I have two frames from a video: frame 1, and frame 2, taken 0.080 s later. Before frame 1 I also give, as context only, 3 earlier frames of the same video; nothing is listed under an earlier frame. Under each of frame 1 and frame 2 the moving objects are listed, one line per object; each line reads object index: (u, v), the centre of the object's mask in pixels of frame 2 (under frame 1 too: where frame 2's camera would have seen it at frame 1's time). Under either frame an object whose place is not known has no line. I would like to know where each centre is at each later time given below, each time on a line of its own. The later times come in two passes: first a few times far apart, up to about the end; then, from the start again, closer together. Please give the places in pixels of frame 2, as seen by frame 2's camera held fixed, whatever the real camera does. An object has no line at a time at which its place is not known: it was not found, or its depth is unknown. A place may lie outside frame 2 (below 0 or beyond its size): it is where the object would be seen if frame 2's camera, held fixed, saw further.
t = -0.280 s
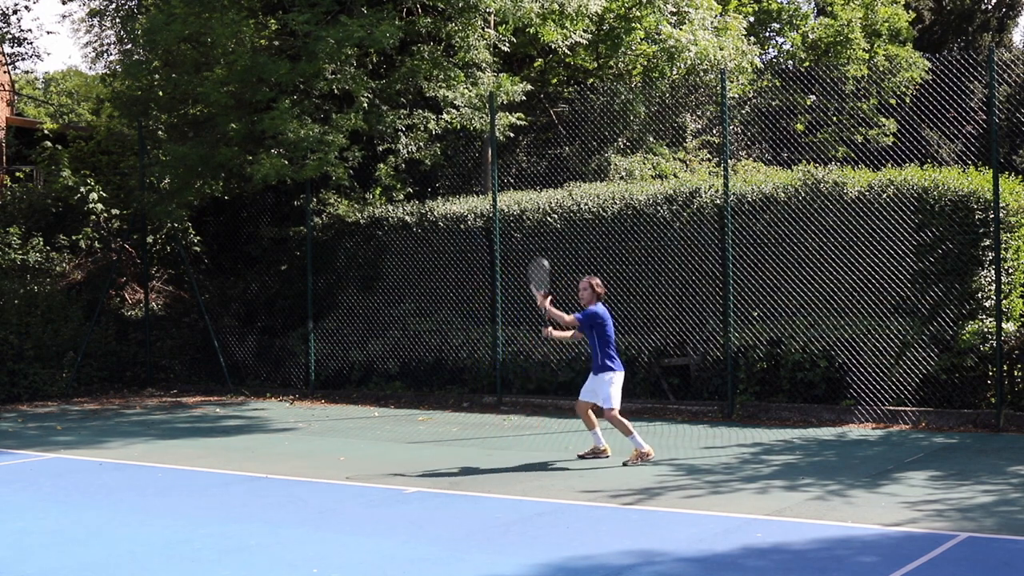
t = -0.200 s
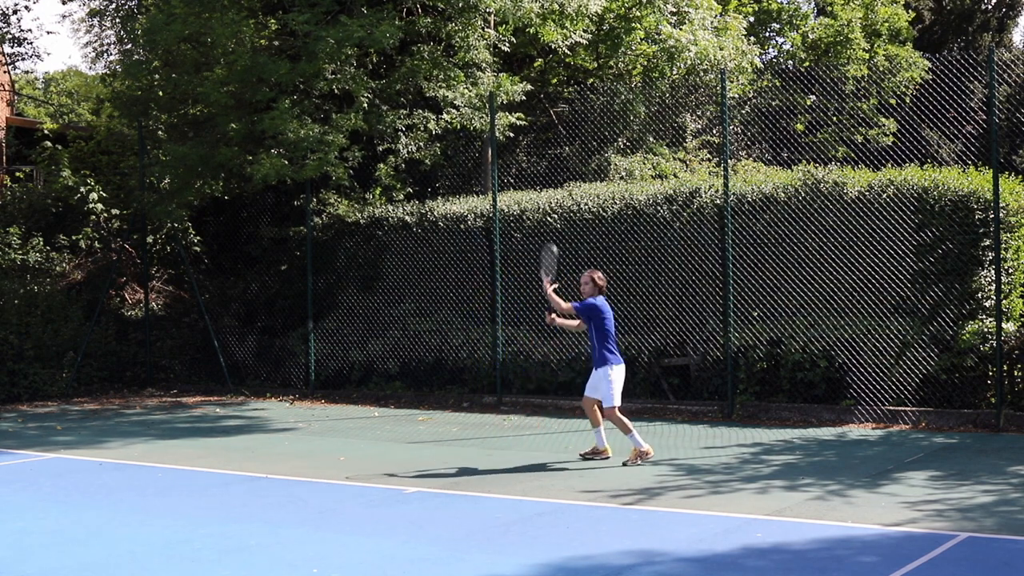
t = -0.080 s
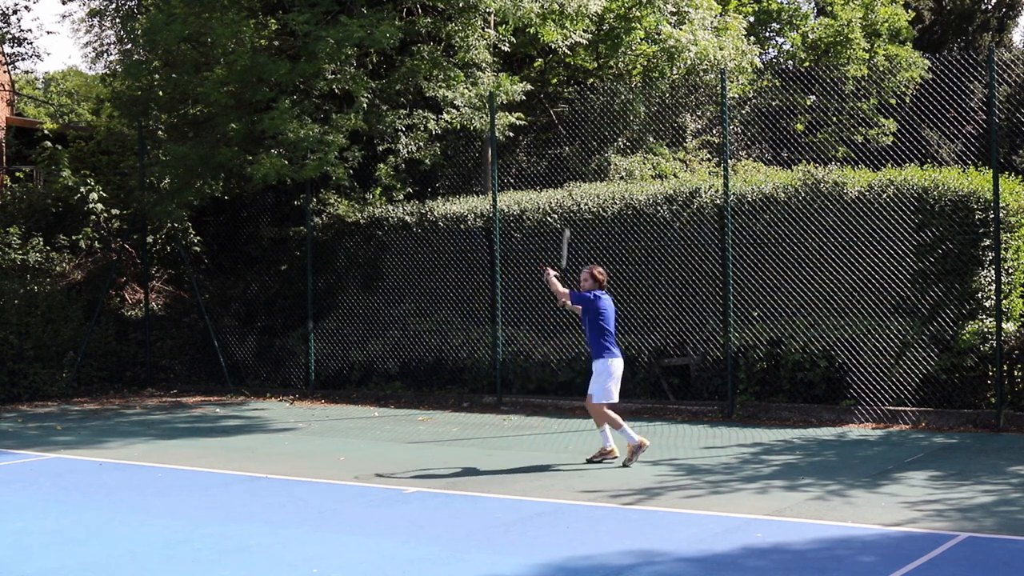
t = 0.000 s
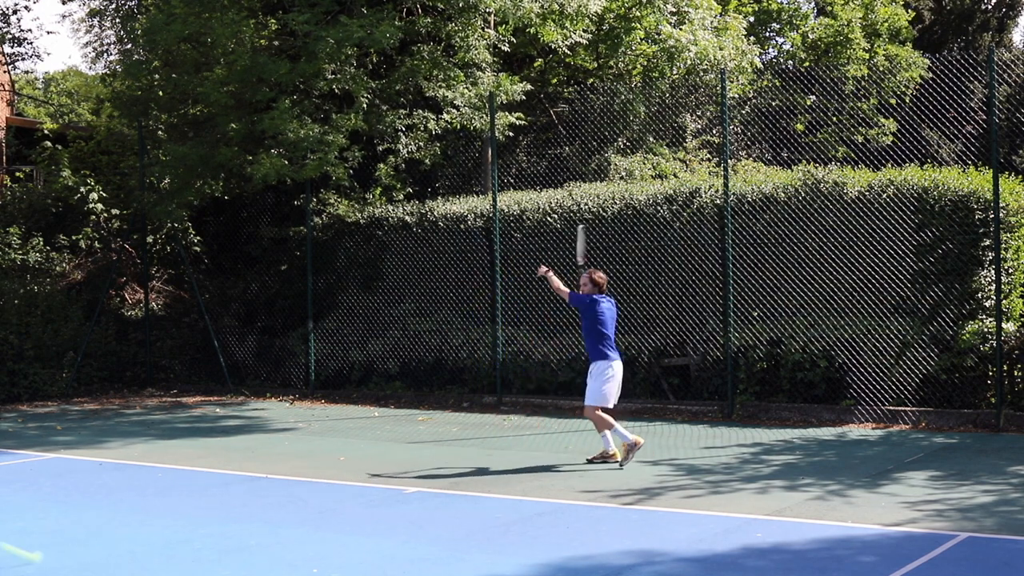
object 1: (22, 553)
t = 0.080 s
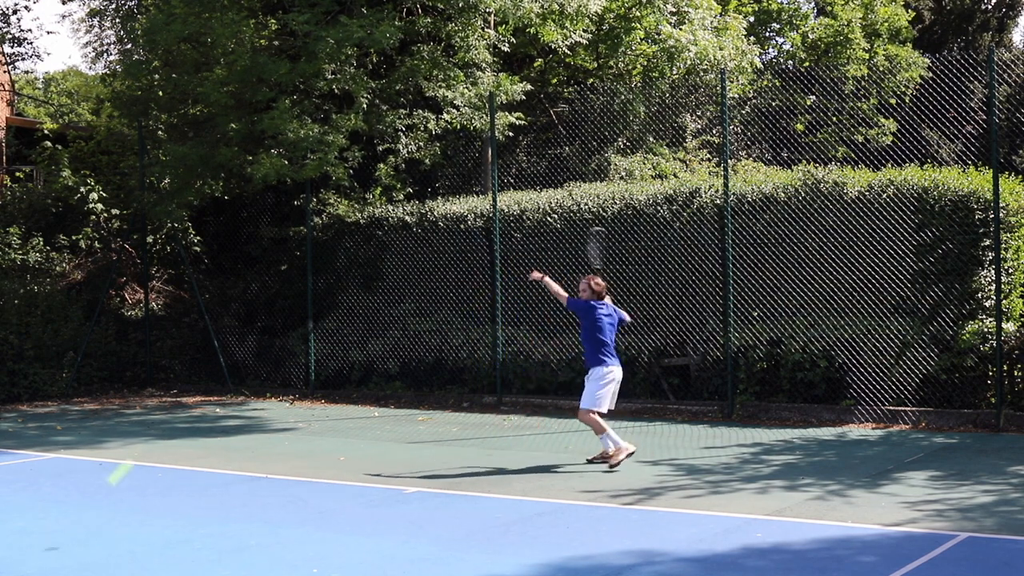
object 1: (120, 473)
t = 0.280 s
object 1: (301, 332)
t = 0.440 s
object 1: (411, 290)
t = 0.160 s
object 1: (201, 400)
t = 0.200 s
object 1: (236, 374)
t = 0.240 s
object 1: (270, 351)
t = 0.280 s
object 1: (301, 332)
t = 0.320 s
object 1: (331, 316)
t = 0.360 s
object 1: (360, 304)
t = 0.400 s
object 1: (386, 296)
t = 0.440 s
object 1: (411, 290)
